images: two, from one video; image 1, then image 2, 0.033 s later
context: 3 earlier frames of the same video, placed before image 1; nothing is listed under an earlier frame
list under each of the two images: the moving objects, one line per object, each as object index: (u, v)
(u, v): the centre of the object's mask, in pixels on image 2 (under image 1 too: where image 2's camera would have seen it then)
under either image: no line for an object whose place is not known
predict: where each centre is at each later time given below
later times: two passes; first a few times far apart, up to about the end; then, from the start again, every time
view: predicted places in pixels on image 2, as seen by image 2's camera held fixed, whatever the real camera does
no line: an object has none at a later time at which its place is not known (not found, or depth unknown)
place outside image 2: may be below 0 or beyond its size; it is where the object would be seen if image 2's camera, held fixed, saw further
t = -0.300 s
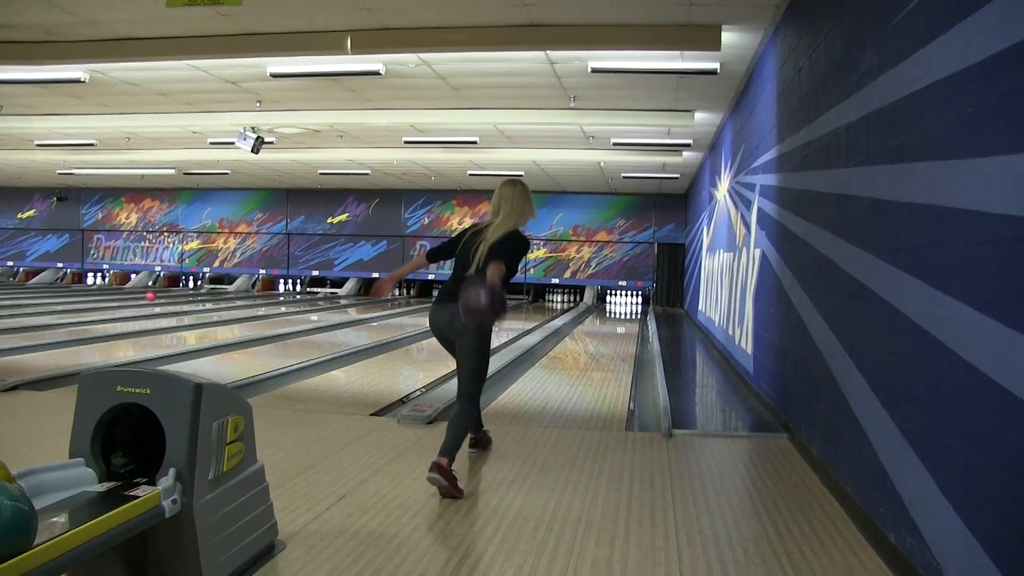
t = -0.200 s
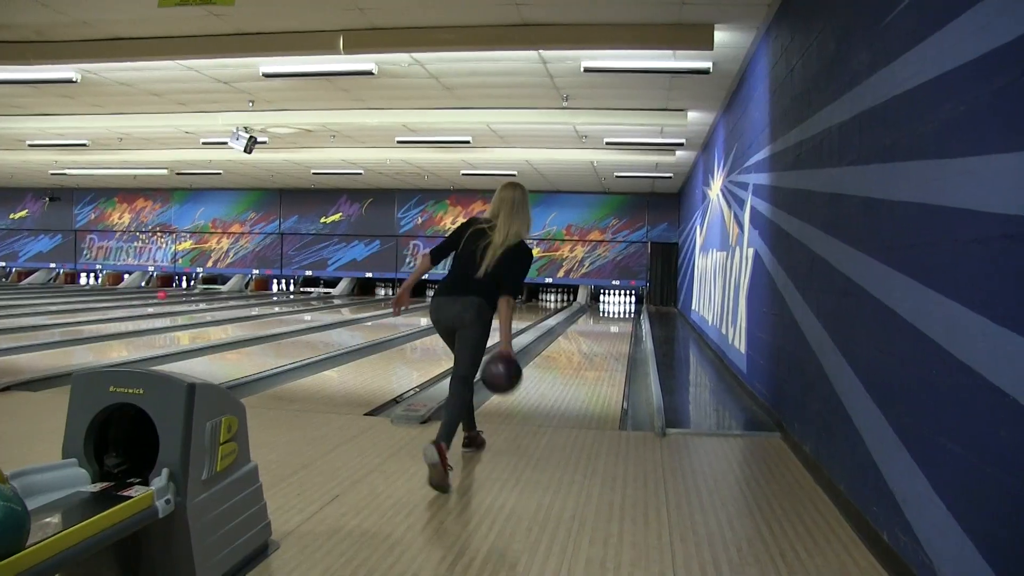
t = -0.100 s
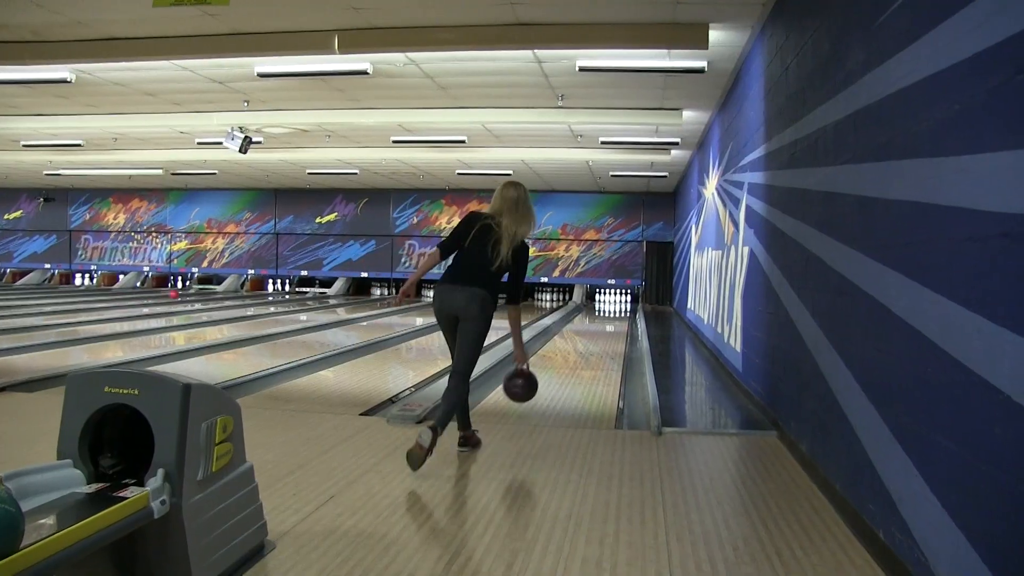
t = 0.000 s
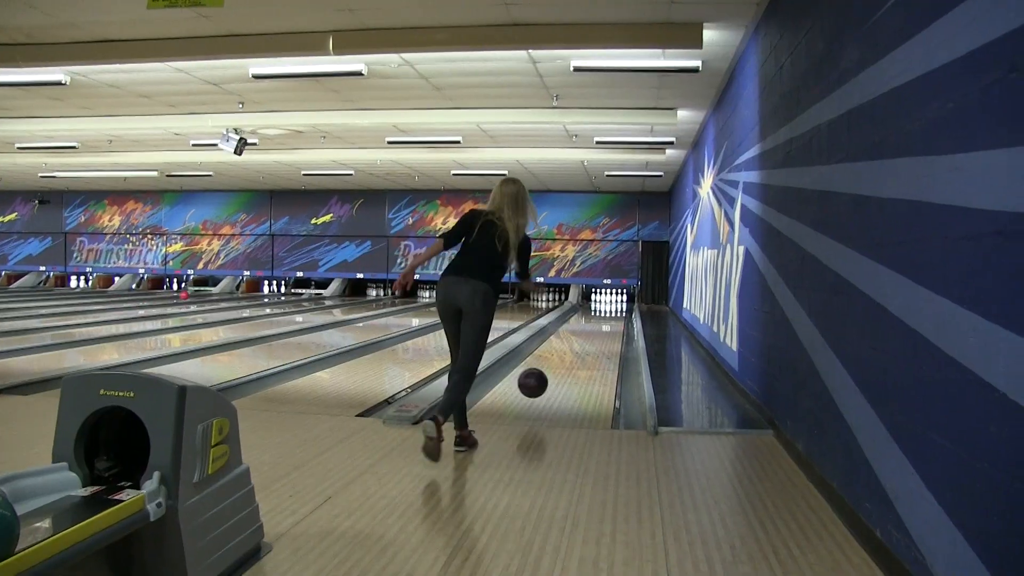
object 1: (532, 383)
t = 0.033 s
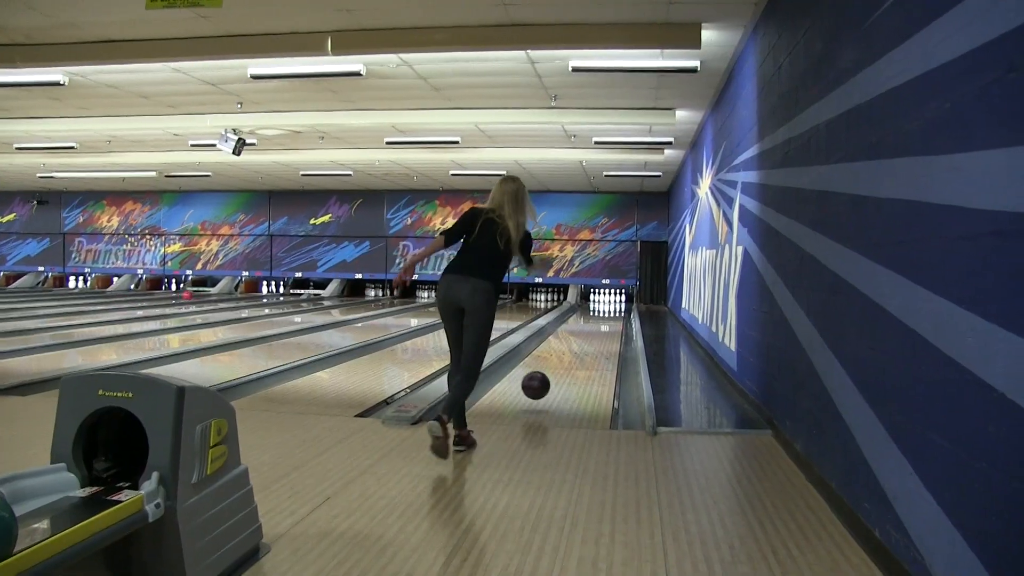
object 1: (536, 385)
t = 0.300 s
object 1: (558, 362)
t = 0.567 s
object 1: (569, 344)
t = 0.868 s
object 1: (579, 329)
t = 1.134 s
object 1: (586, 322)
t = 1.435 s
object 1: (593, 314)
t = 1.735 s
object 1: (601, 309)
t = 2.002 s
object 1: (606, 305)
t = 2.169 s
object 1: (609, 303)
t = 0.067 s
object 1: (539, 388)
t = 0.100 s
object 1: (543, 384)
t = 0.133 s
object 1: (546, 379)
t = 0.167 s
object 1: (549, 375)
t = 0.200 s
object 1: (552, 372)
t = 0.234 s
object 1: (554, 368)
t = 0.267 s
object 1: (556, 365)
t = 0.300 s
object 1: (558, 362)
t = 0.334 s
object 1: (559, 359)
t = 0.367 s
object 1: (561, 356)
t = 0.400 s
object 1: (562, 354)
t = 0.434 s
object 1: (564, 351)
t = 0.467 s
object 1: (565, 349)
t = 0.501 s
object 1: (567, 347)
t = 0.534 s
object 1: (568, 346)
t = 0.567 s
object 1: (569, 344)
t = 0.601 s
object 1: (570, 342)
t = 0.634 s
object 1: (571, 340)
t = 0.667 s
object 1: (572, 338)
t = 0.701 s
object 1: (573, 336)
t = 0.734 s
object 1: (574, 335)
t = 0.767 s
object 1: (576, 333)
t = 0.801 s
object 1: (577, 332)
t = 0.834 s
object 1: (578, 330)
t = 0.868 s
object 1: (579, 329)
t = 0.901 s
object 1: (580, 328)
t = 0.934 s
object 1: (580, 327)
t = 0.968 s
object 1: (582, 326)
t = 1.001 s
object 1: (583, 325)
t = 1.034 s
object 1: (583, 324)
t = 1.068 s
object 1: (584, 323)
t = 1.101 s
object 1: (585, 322)
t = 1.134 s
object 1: (586, 322)
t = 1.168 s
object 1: (586, 321)
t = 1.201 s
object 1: (587, 320)
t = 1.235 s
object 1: (588, 319)
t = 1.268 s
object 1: (589, 317)
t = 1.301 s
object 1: (590, 316)
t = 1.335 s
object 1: (591, 315)
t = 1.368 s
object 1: (592, 315)
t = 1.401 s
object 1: (593, 314)
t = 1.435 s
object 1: (593, 314)
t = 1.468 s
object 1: (595, 314)
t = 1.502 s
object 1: (595, 313)
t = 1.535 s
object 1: (596, 312)
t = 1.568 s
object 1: (597, 312)
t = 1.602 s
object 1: (597, 312)
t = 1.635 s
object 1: (598, 311)
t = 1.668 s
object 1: (599, 310)
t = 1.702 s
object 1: (600, 309)
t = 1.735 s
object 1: (601, 309)
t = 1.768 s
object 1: (602, 308)
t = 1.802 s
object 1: (603, 308)
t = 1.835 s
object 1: (603, 307)
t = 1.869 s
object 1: (604, 306)
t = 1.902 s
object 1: (604, 306)
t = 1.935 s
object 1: (605, 305)
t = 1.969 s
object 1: (606, 306)
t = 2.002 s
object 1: (606, 305)
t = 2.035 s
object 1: (607, 305)
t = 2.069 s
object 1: (607, 304)
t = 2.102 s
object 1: (608, 304)
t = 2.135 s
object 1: (609, 304)
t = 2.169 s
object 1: (609, 303)
